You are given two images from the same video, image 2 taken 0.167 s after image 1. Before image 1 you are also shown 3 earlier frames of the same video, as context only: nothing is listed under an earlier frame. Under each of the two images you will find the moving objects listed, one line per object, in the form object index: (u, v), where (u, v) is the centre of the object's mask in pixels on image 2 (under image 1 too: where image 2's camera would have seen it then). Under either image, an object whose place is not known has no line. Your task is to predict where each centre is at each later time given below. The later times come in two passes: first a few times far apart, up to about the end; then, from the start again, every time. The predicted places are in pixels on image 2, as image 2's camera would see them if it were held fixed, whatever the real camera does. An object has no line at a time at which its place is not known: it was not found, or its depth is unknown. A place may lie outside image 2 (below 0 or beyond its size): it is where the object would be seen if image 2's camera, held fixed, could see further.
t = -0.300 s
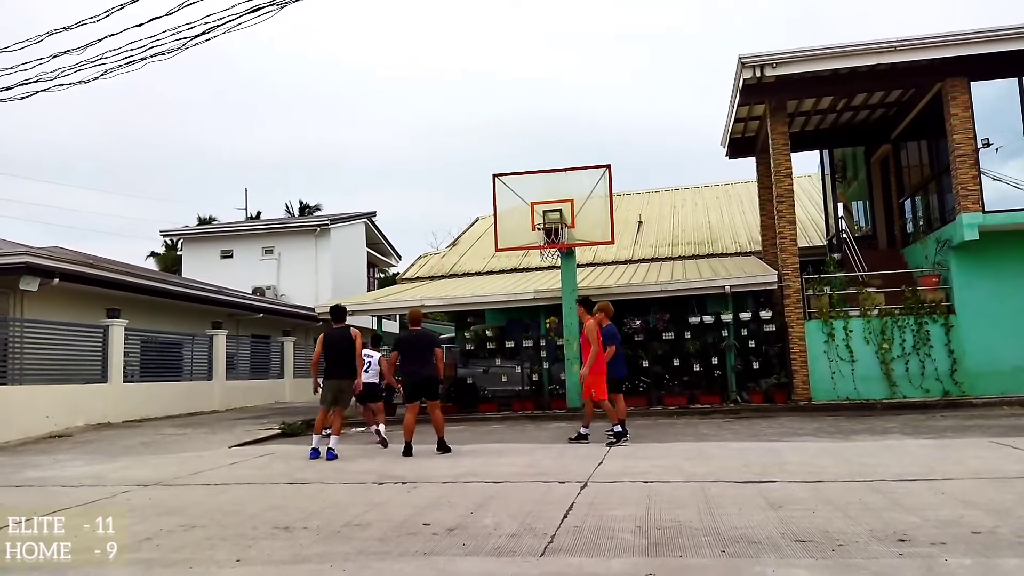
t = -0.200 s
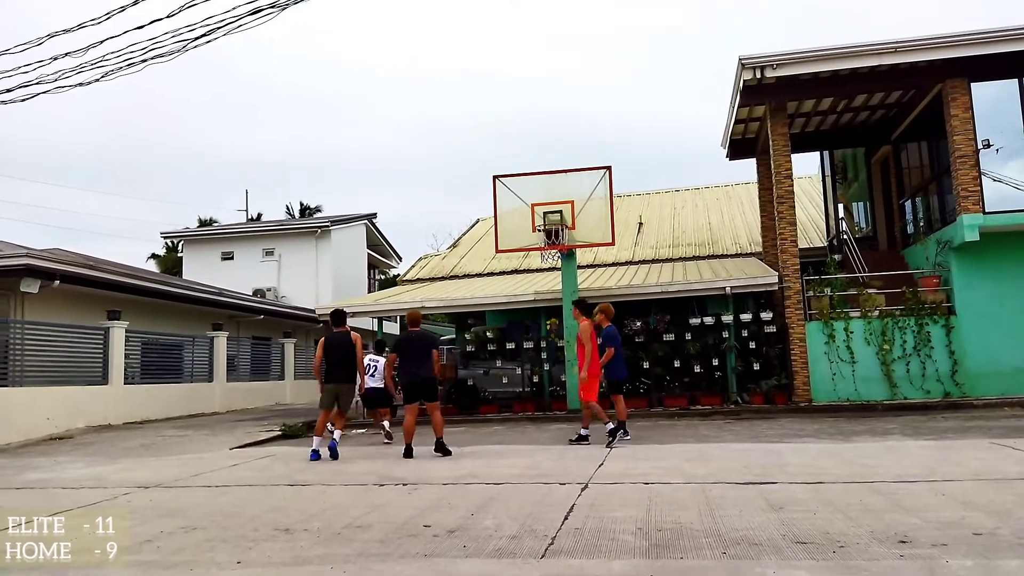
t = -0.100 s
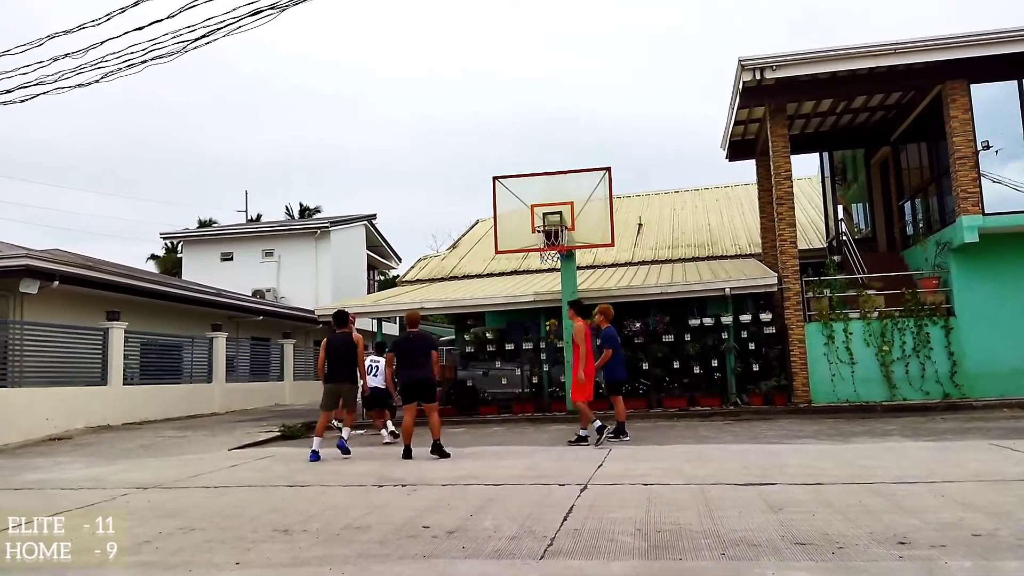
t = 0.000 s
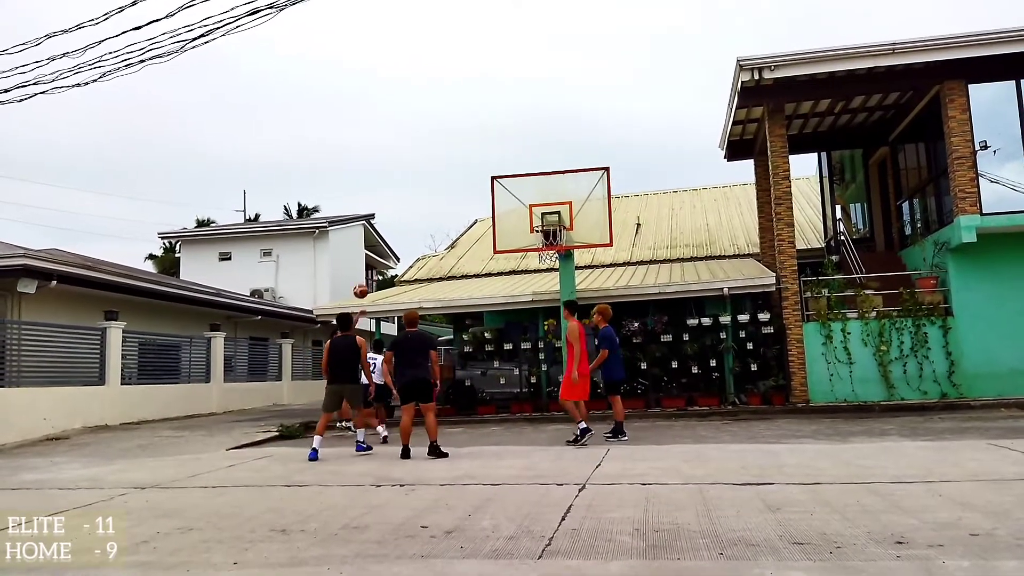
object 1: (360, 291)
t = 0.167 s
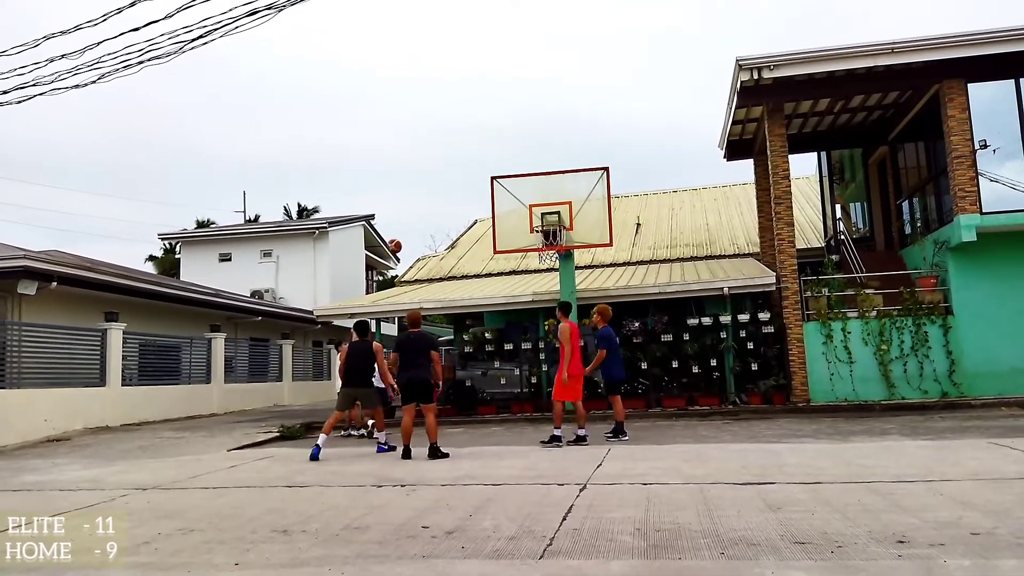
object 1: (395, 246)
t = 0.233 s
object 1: (408, 232)
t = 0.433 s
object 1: (450, 206)
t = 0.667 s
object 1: (501, 204)
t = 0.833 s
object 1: (540, 222)
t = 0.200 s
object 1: (401, 239)
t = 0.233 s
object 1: (408, 232)
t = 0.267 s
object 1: (415, 226)
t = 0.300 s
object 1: (421, 221)
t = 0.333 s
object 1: (428, 216)
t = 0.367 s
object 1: (435, 212)
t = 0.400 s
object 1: (442, 208)
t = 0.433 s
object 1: (450, 206)
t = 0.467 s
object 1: (457, 203)
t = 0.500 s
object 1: (464, 202)
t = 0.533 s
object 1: (471, 201)
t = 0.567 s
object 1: (479, 201)
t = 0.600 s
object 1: (486, 201)
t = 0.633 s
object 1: (494, 202)
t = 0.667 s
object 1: (501, 204)
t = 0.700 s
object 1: (509, 207)
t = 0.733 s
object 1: (517, 210)
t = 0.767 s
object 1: (525, 214)
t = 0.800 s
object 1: (533, 219)
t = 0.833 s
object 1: (540, 222)
